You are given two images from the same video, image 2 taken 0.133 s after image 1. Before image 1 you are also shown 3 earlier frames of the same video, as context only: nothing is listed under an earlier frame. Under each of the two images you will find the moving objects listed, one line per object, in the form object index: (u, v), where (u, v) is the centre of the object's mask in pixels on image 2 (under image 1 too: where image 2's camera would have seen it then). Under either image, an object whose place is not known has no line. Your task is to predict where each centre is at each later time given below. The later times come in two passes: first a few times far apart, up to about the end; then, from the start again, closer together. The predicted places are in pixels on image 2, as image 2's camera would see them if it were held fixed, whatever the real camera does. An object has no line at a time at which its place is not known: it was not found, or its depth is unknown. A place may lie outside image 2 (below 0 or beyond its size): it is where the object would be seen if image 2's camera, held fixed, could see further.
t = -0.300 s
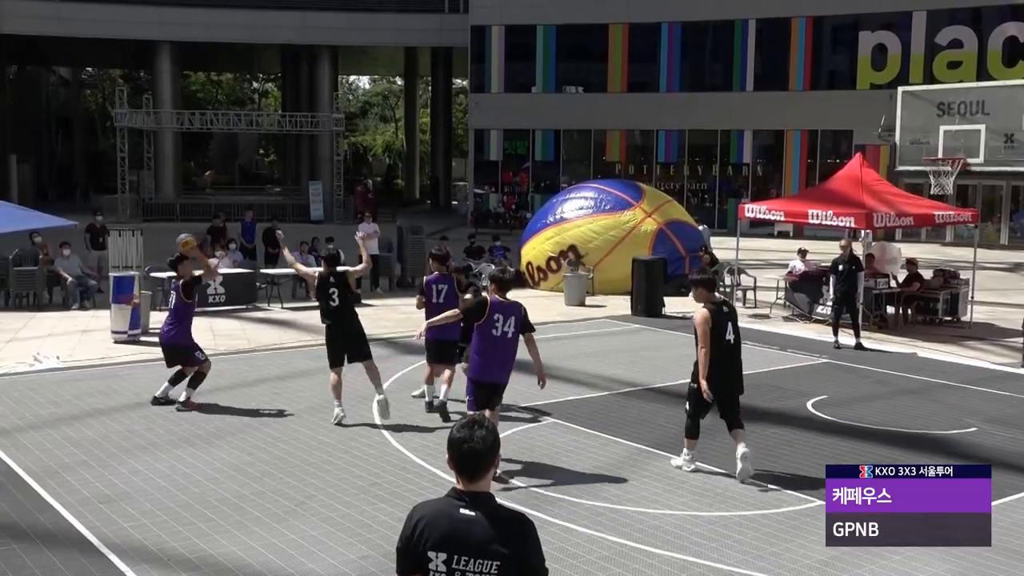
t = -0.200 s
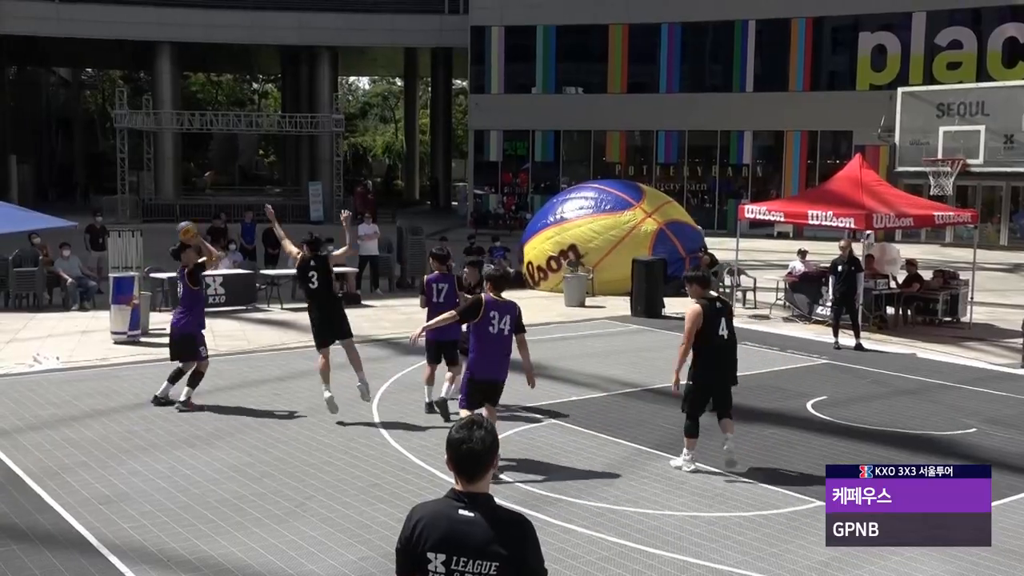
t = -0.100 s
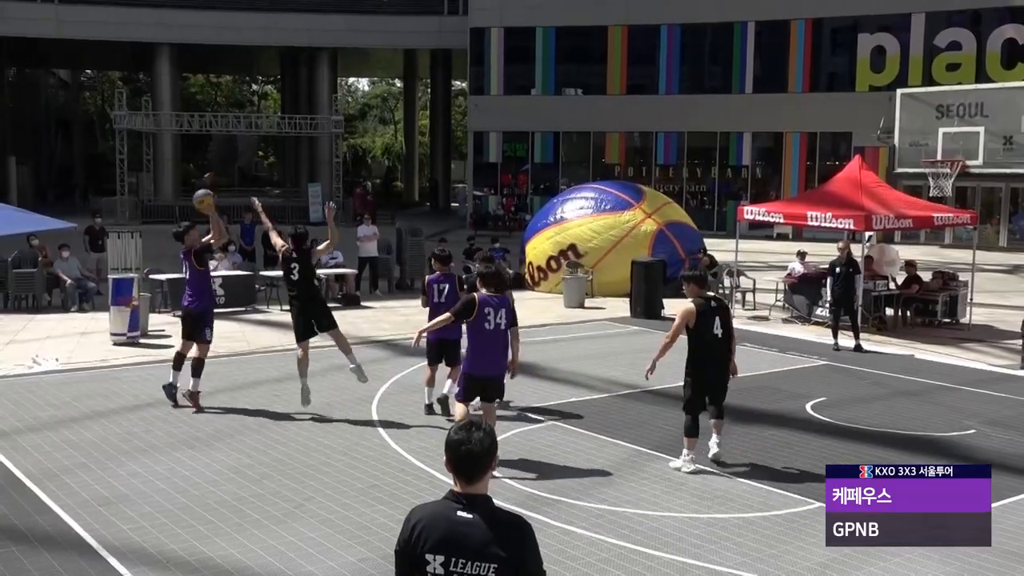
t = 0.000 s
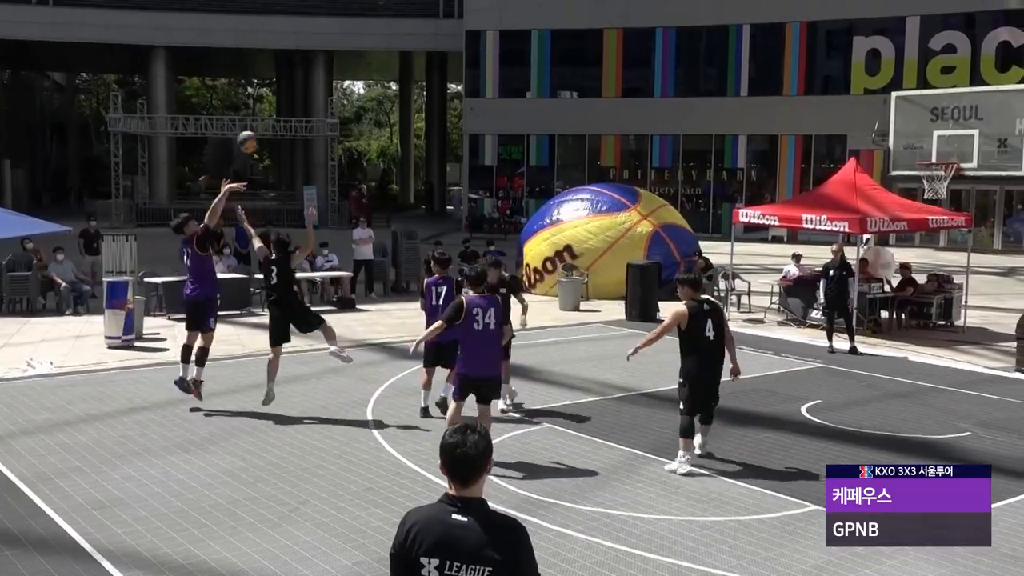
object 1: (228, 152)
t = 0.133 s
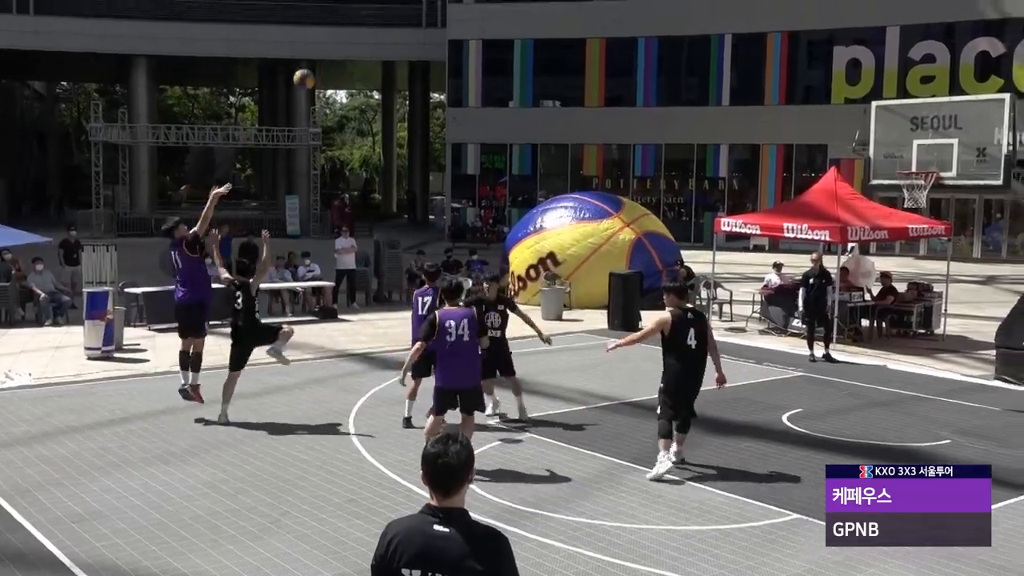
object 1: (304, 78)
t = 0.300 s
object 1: (396, 13)
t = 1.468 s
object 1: (931, 140)
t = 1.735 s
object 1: (945, 76)
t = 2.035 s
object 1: (957, 74)
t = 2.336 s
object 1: (963, 153)
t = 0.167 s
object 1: (322, 63)
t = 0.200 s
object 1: (341, 49)
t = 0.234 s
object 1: (360, 36)
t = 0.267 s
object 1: (378, 23)
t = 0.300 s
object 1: (396, 13)
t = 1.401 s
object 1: (924, 161)
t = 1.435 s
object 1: (929, 151)
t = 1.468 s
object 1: (931, 140)
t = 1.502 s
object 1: (933, 128)
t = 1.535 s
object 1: (934, 119)
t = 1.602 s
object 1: (937, 101)
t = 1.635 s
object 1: (939, 94)
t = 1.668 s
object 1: (941, 87)
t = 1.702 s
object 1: (944, 81)
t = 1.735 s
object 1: (945, 76)
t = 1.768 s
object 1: (947, 72)
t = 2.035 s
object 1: (957, 74)
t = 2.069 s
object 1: (958, 79)
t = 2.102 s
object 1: (958, 84)
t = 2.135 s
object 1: (957, 92)
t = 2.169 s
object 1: (960, 100)
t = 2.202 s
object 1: (961, 109)
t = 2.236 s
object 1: (961, 119)
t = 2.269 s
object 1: (962, 129)
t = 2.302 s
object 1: (963, 141)
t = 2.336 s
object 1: (963, 153)
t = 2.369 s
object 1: (963, 167)
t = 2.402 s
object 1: (966, 180)
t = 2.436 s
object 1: (962, 194)
